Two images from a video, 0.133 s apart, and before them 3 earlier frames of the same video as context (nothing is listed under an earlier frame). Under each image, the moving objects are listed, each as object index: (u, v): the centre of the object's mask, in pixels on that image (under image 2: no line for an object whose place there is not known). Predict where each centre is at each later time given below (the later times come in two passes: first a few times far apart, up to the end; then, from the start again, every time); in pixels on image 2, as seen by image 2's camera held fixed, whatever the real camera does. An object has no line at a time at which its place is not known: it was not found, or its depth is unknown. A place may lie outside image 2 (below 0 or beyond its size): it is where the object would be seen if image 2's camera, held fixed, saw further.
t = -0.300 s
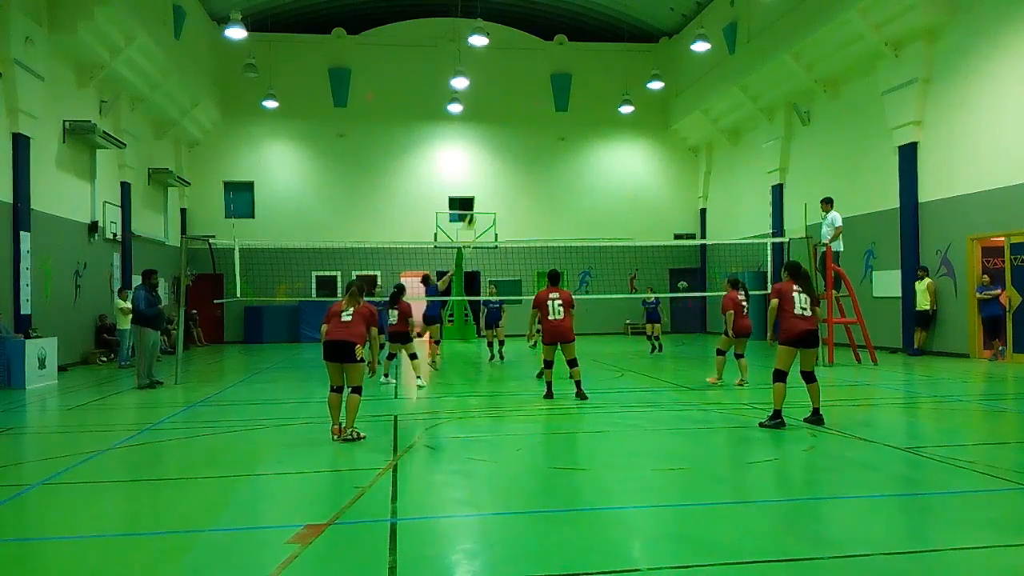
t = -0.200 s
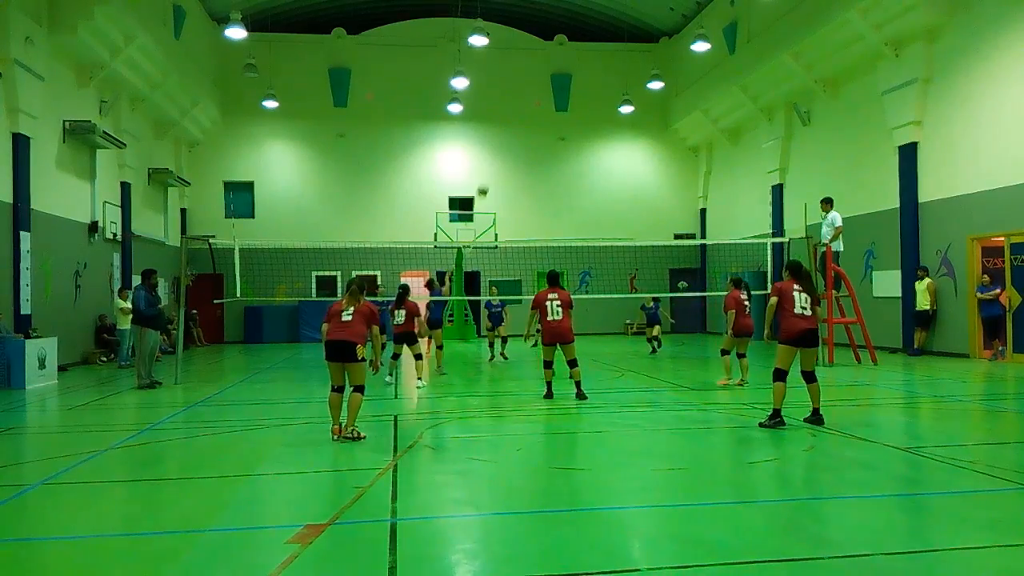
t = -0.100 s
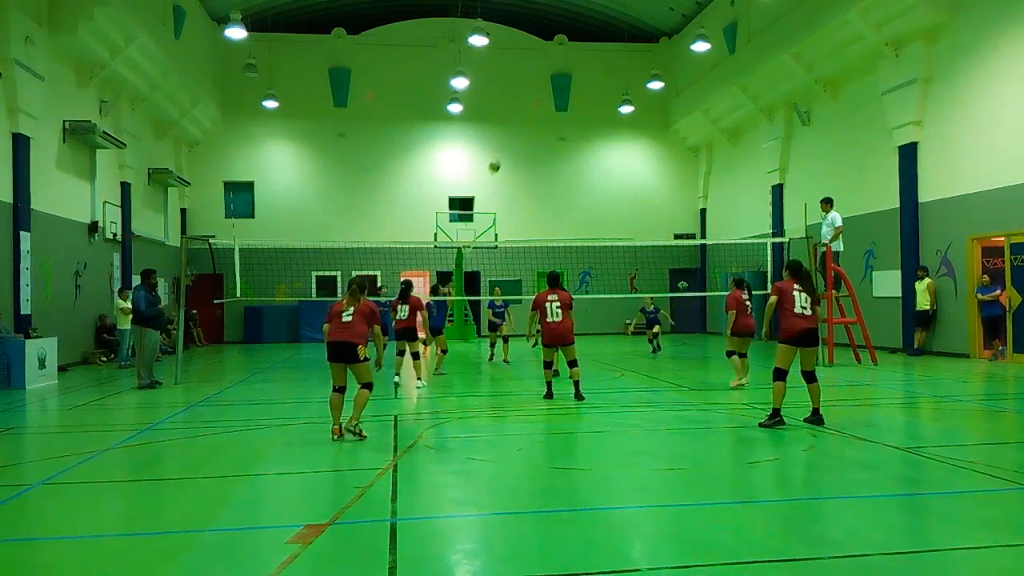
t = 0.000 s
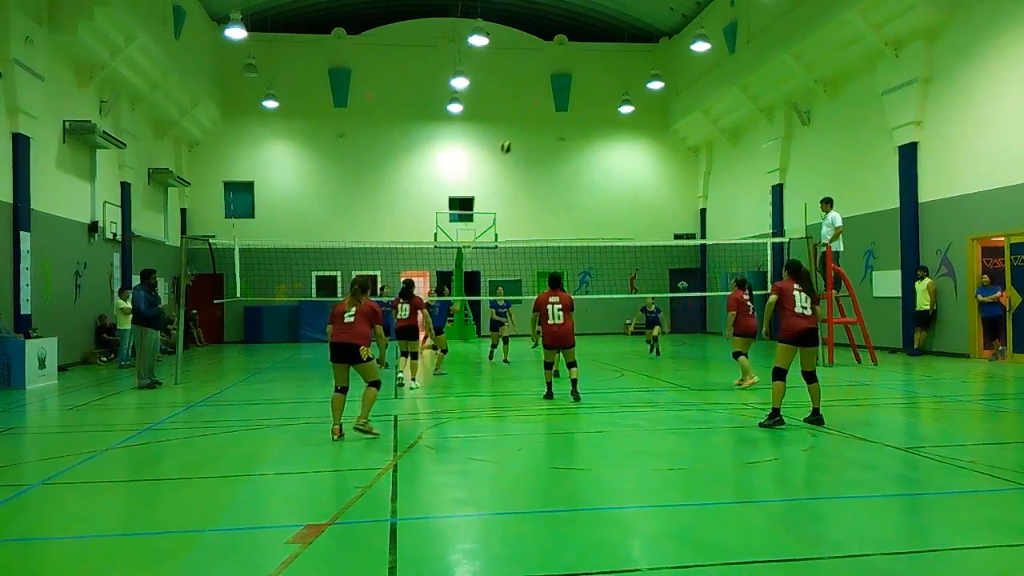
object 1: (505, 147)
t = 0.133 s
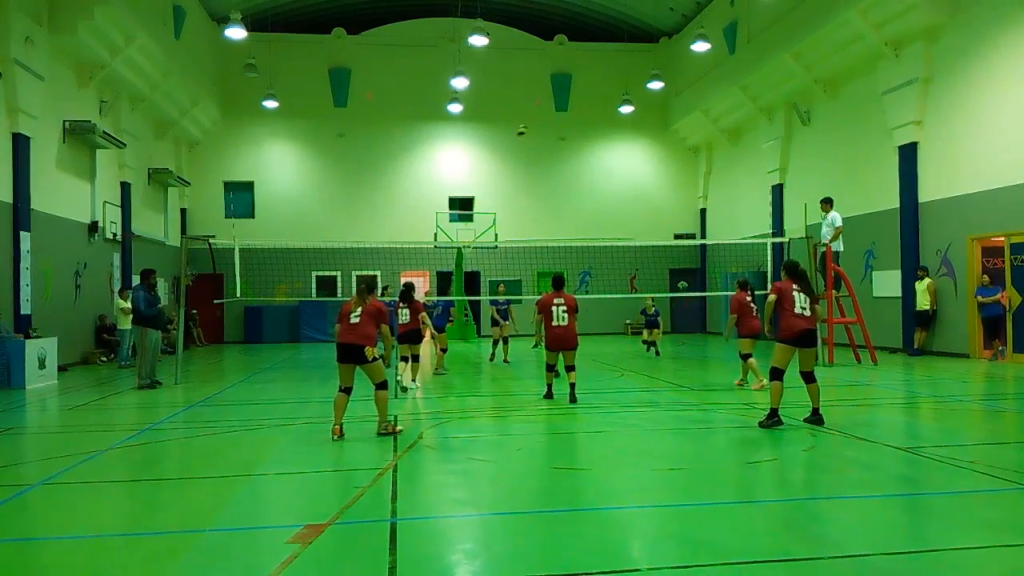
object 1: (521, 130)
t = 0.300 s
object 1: (541, 123)
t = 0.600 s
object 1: (576, 150)
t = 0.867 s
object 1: (605, 211)
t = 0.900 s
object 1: (608, 222)
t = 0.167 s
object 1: (525, 127)
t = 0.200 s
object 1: (529, 126)
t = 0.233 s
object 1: (533, 125)
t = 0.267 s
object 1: (537, 124)
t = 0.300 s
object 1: (541, 123)
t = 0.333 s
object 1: (545, 124)
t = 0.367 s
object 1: (550, 126)
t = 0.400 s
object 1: (554, 127)
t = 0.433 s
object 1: (558, 129)
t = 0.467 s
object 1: (562, 132)
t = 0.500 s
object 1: (565, 136)
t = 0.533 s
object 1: (568, 140)
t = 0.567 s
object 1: (572, 145)
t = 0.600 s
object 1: (576, 150)
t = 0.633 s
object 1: (580, 156)
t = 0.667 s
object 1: (584, 162)
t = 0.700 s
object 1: (588, 169)
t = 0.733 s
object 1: (591, 176)
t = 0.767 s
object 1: (595, 184)
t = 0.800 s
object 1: (598, 193)
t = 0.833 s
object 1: (601, 202)
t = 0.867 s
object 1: (605, 211)
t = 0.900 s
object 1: (608, 222)
